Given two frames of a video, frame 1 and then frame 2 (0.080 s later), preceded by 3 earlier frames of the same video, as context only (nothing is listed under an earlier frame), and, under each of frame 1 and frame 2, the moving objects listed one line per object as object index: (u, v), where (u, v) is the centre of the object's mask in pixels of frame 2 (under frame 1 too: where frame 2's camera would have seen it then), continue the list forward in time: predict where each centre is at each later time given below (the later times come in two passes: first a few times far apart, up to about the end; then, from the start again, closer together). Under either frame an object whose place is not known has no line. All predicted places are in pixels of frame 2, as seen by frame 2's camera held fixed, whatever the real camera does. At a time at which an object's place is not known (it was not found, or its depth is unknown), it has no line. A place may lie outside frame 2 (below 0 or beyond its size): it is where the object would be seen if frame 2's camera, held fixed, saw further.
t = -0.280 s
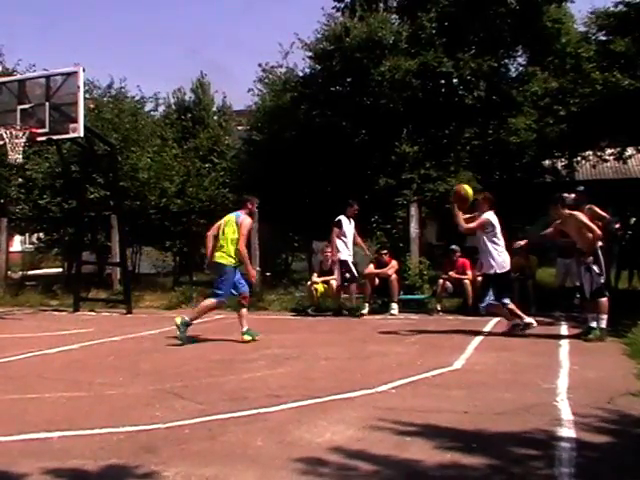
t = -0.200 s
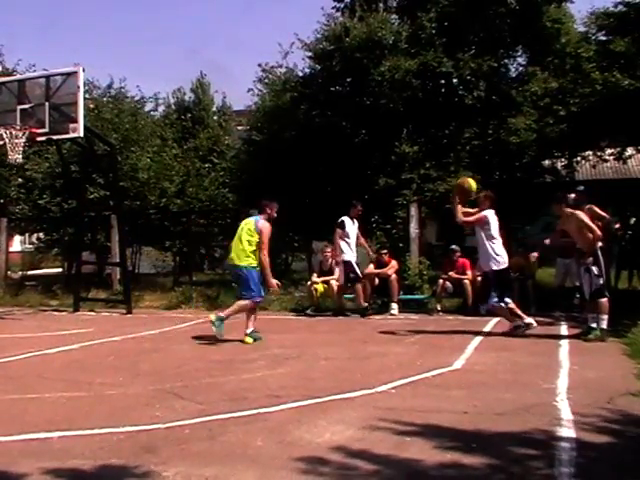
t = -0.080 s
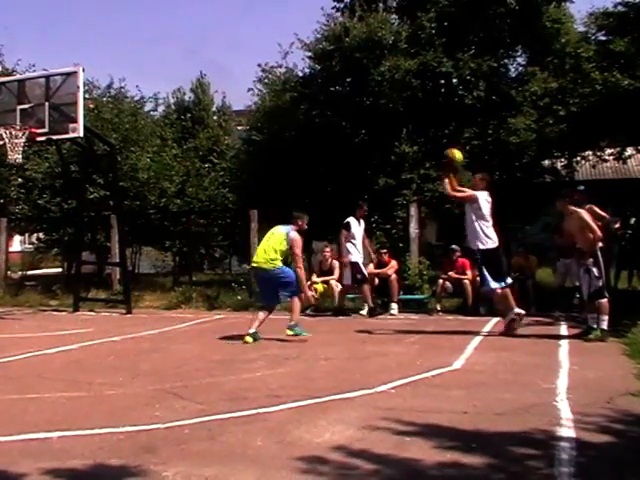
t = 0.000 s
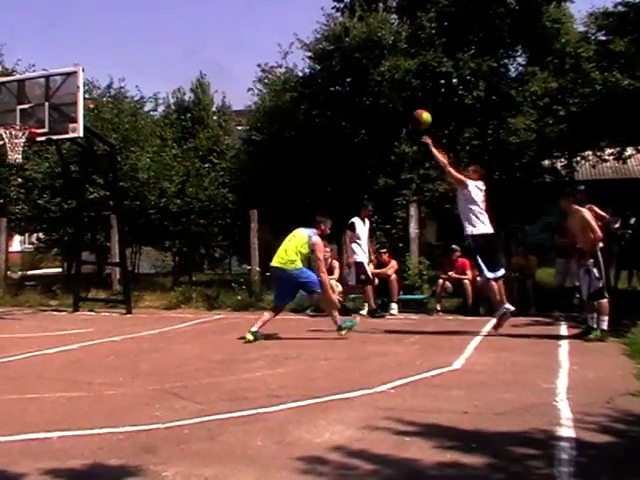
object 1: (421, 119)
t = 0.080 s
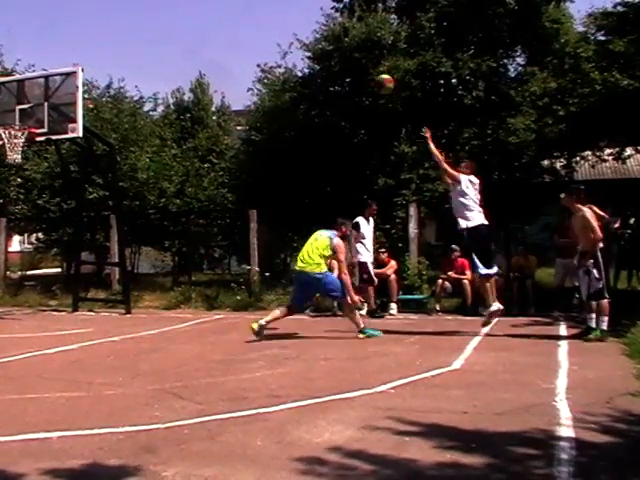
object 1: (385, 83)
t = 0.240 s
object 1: (316, 32)
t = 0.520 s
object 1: (212, 3)
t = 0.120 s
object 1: (369, 66)
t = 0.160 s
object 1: (351, 51)
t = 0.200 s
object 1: (335, 40)
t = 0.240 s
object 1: (316, 32)
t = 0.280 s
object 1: (301, 25)
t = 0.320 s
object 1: (285, 18)
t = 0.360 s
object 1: (270, 11)
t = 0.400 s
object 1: (255, 7)
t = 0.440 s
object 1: (241, 5)
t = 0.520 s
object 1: (212, 3)
